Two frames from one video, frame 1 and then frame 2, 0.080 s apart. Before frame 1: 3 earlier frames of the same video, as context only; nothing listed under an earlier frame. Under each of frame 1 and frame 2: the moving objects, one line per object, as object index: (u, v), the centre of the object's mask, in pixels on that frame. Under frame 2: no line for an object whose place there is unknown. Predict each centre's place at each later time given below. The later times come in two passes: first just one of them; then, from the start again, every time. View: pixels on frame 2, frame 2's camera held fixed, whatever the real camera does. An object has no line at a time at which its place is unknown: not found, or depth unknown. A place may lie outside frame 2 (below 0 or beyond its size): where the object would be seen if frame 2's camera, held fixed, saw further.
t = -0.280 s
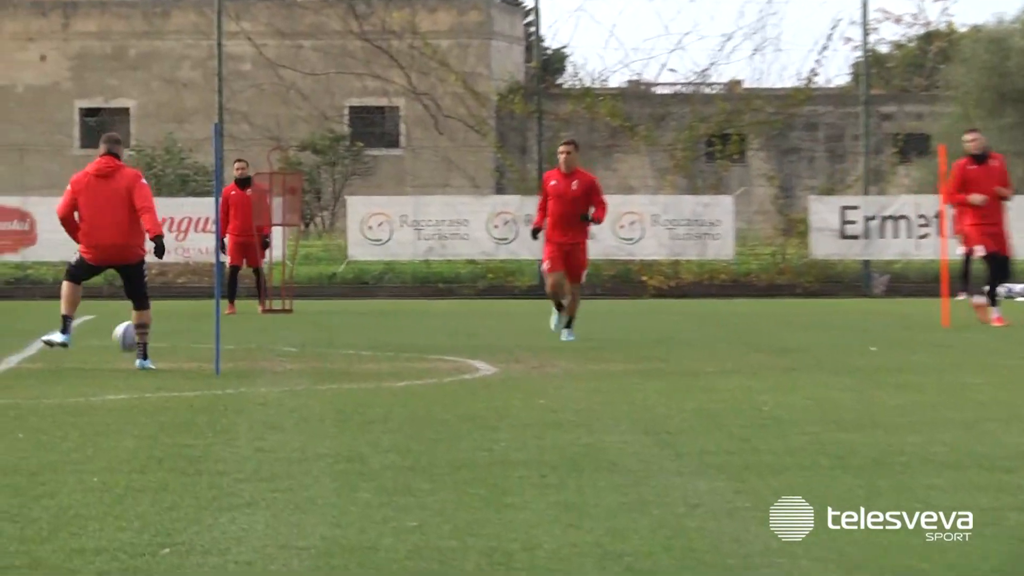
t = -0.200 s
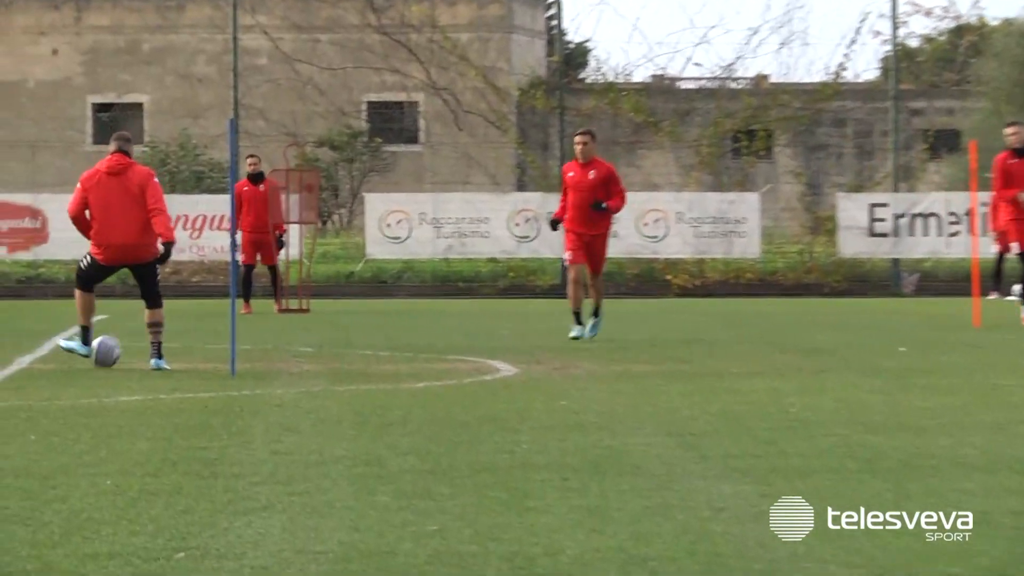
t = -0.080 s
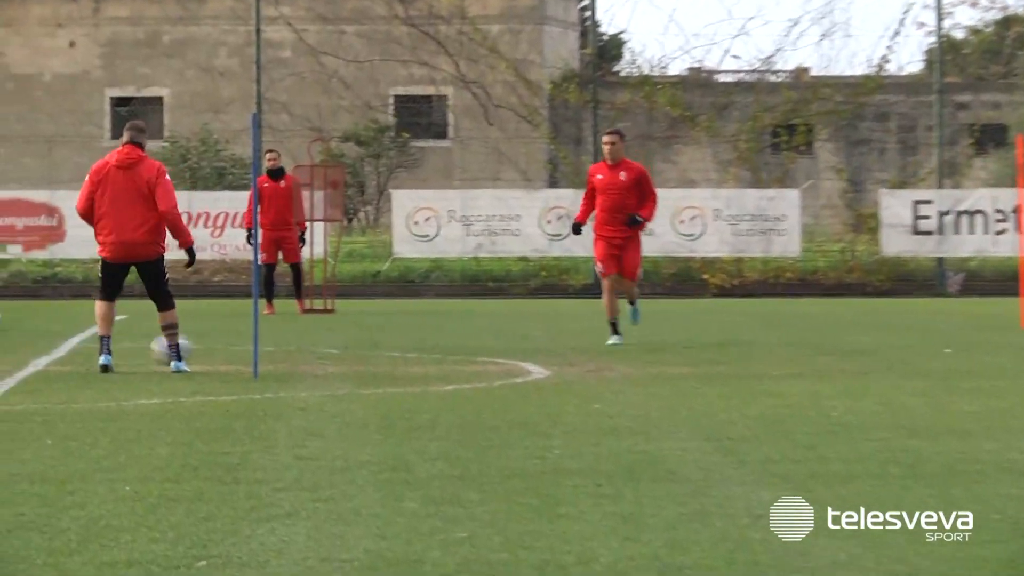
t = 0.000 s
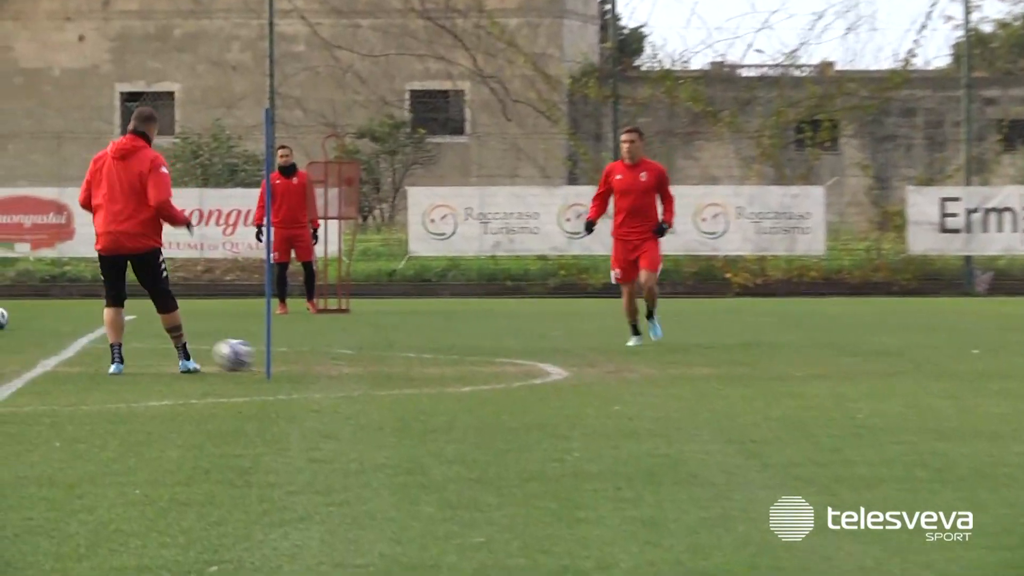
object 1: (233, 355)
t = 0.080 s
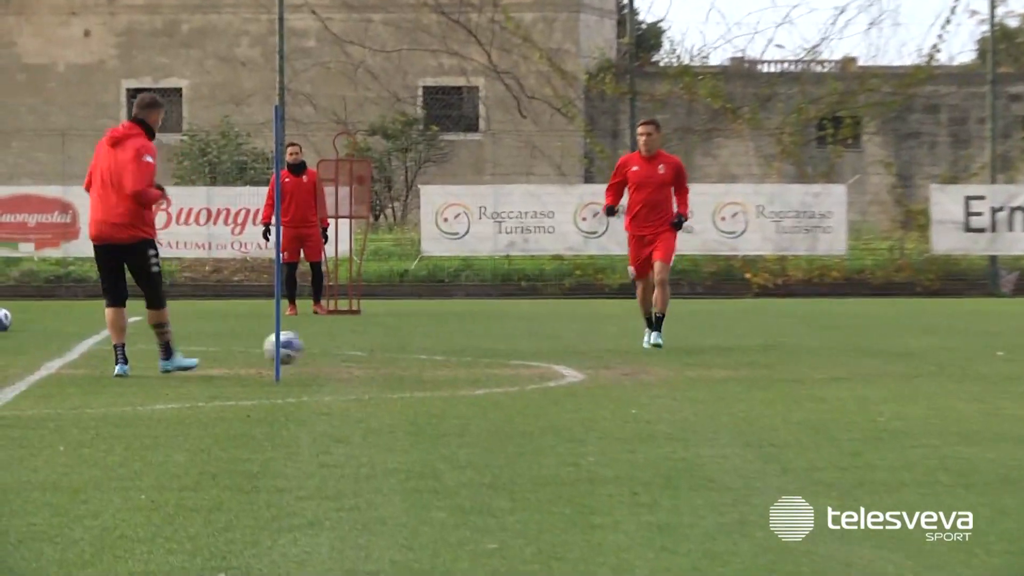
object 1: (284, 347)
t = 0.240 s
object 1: (355, 357)
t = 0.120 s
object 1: (302, 345)
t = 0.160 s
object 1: (320, 347)
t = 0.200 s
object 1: (338, 351)
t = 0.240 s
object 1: (355, 357)
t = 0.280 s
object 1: (371, 356)
